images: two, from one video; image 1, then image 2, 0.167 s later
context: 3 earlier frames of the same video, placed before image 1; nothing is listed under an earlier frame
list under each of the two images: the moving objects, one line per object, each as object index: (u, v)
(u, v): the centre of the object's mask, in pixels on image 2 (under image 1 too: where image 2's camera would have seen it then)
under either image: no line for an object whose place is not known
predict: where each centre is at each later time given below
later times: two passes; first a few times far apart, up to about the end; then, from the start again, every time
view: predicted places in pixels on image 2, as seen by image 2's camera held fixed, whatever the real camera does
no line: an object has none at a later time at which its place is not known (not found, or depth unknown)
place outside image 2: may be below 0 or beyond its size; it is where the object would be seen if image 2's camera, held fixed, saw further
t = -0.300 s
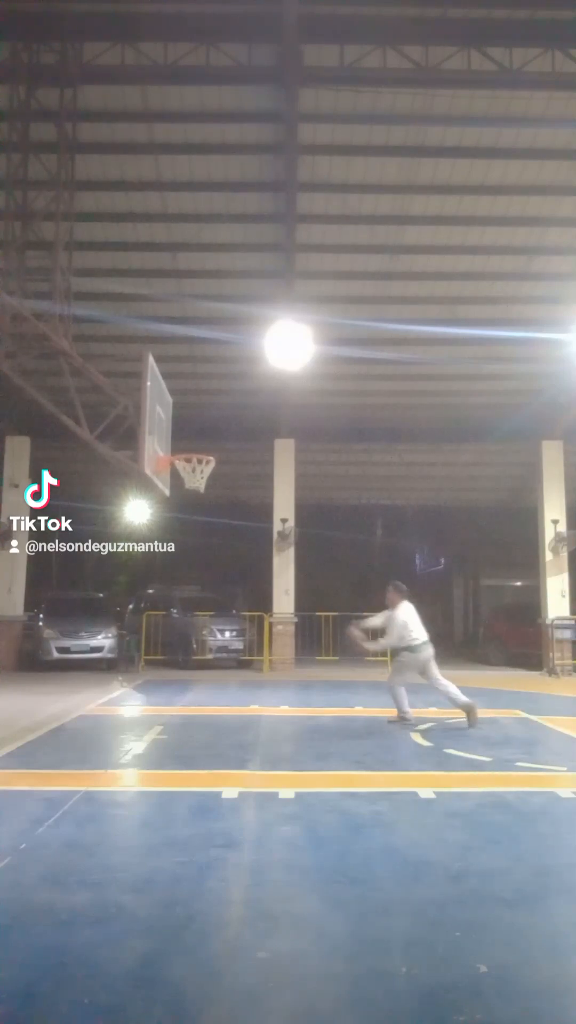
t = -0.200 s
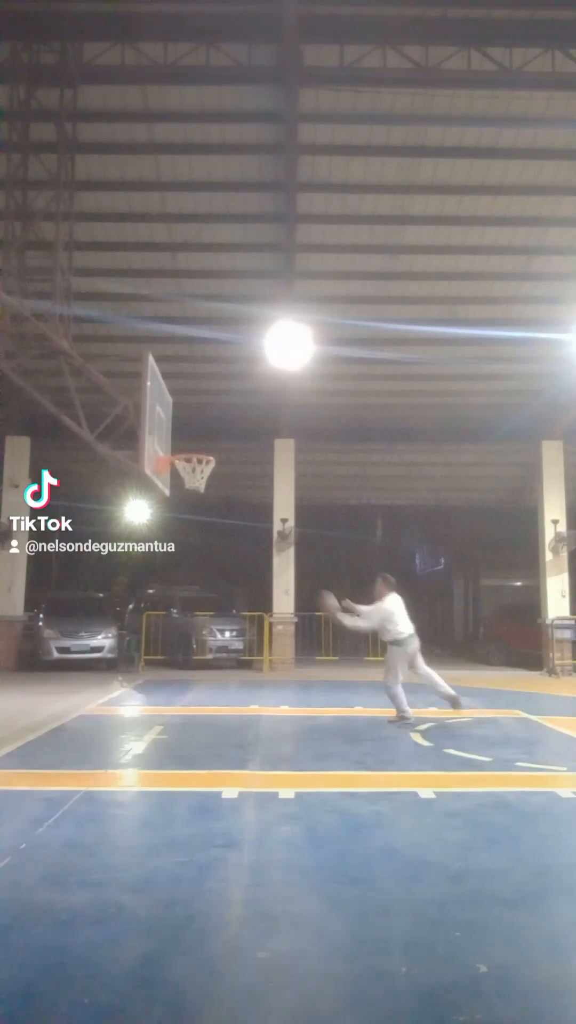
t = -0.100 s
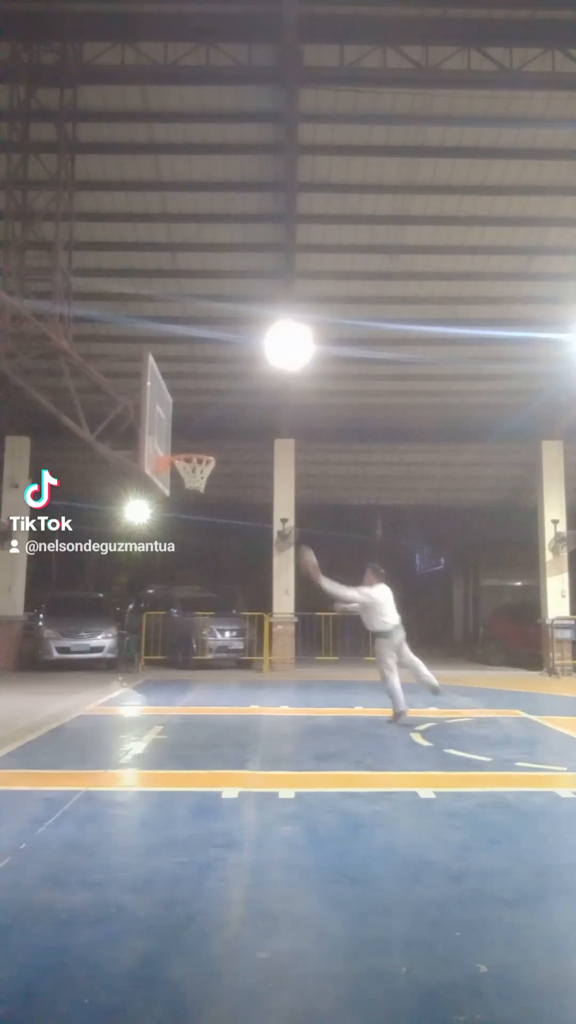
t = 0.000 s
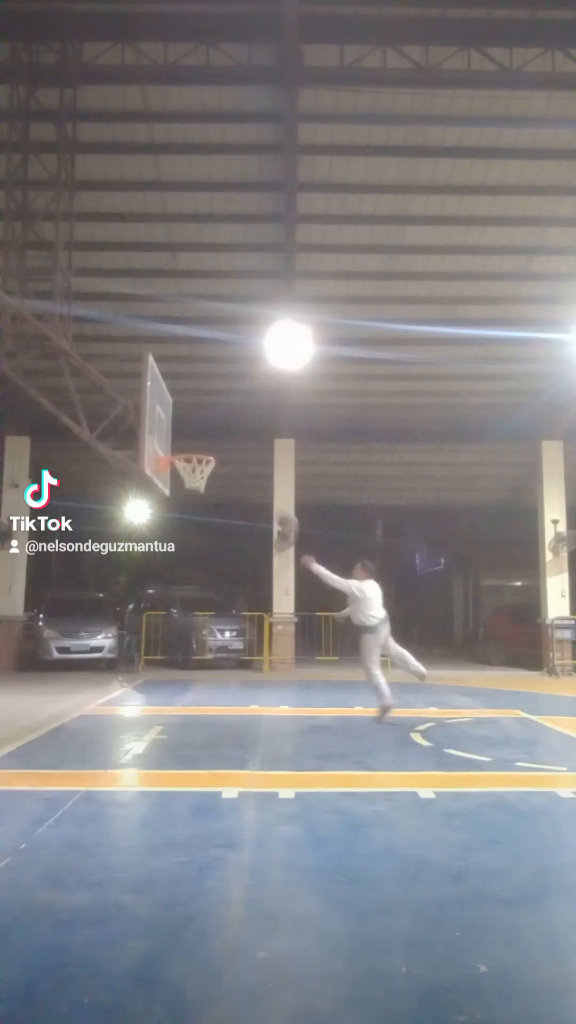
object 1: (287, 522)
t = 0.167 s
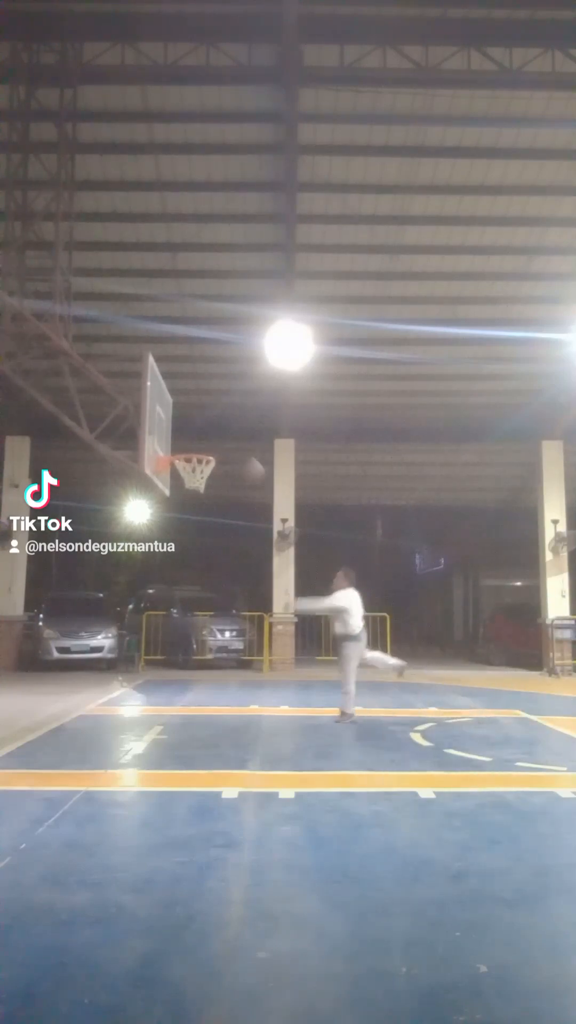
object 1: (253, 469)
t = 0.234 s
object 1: (240, 455)
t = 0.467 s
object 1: (187, 436)
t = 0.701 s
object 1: (186, 443)
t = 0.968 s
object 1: (212, 472)
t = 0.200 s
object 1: (246, 461)
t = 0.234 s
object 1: (240, 455)
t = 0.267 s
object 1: (231, 449)
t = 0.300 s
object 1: (225, 446)
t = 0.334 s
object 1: (217, 441)
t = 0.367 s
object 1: (210, 439)
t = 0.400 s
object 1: (202, 437)
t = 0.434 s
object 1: (194, 435)
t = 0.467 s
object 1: (187, 436)
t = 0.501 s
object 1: (181, 436)
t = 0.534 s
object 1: (173, 438)
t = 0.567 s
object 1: (170, 440)
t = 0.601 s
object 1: (176, 442)
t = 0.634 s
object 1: (181, 444)
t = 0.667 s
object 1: (184, 443)
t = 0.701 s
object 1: (186, 443)
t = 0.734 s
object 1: (190, 443)
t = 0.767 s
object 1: (193, 444)
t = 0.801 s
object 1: (196, 447)
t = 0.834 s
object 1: (198, 450)
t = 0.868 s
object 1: (202, 454)
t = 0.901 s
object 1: (207, 459)
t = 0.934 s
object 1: (209, 465)
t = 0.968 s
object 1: (212, 472)
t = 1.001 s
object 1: (216, 483)
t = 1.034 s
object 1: (218, 492)
